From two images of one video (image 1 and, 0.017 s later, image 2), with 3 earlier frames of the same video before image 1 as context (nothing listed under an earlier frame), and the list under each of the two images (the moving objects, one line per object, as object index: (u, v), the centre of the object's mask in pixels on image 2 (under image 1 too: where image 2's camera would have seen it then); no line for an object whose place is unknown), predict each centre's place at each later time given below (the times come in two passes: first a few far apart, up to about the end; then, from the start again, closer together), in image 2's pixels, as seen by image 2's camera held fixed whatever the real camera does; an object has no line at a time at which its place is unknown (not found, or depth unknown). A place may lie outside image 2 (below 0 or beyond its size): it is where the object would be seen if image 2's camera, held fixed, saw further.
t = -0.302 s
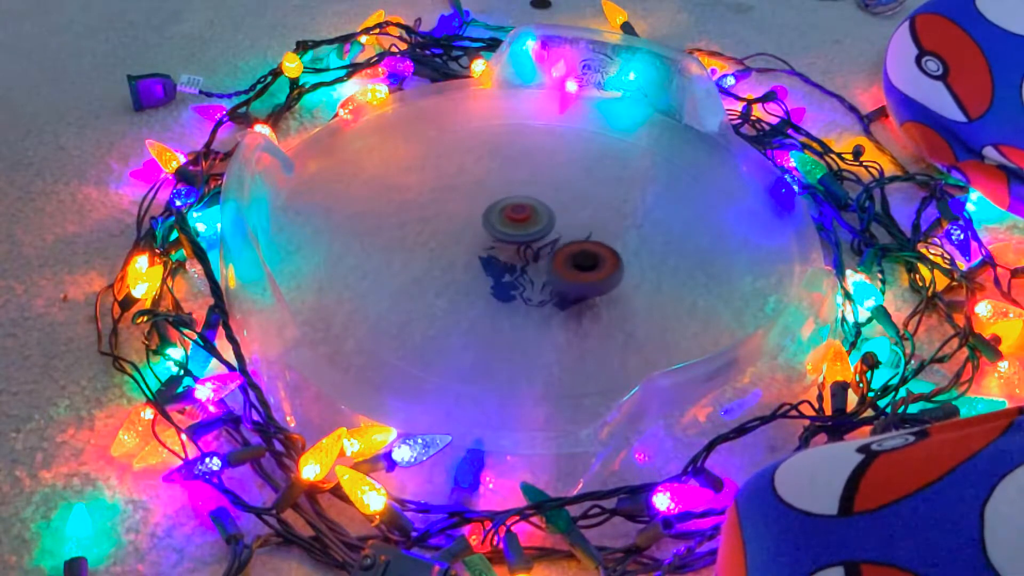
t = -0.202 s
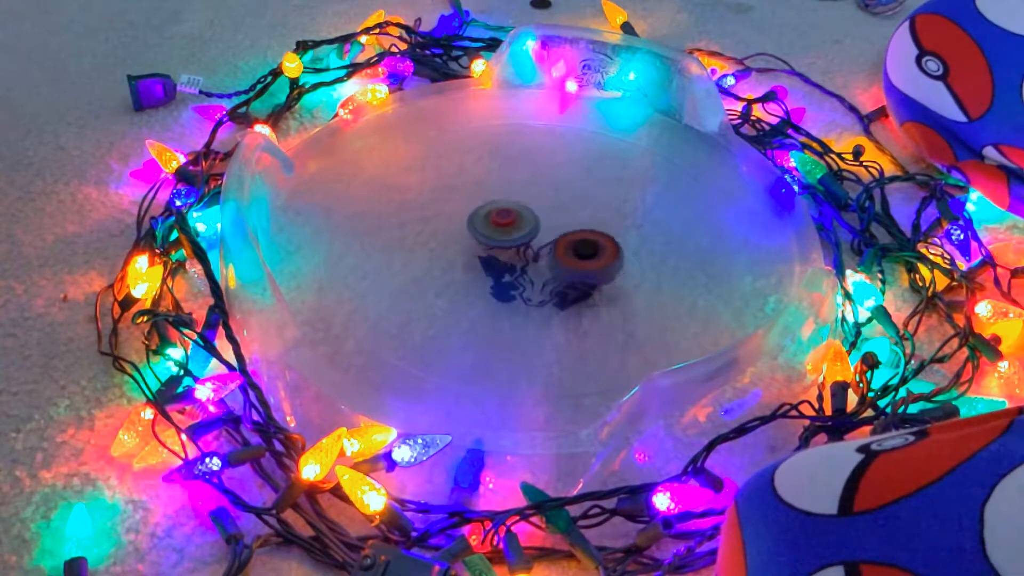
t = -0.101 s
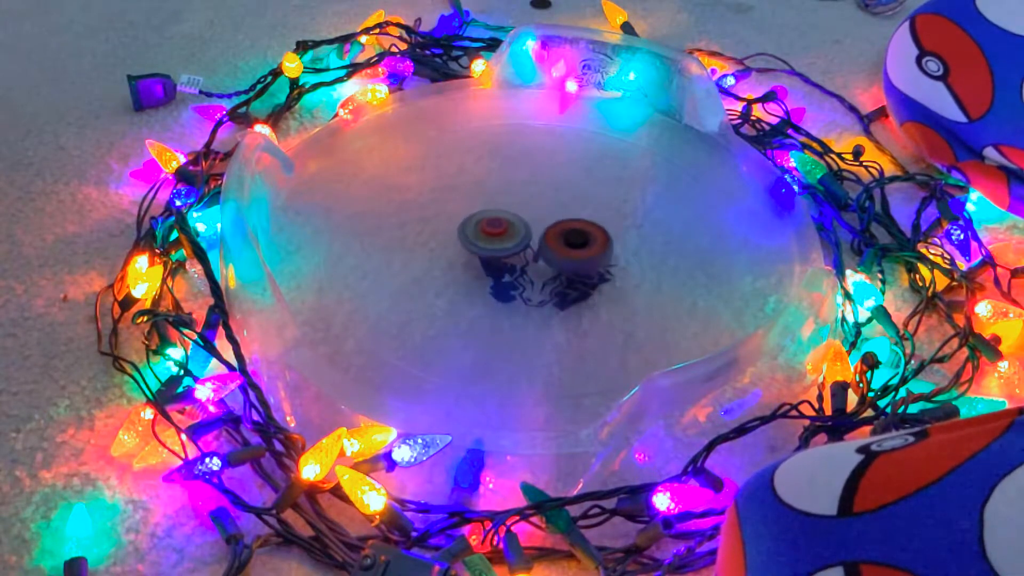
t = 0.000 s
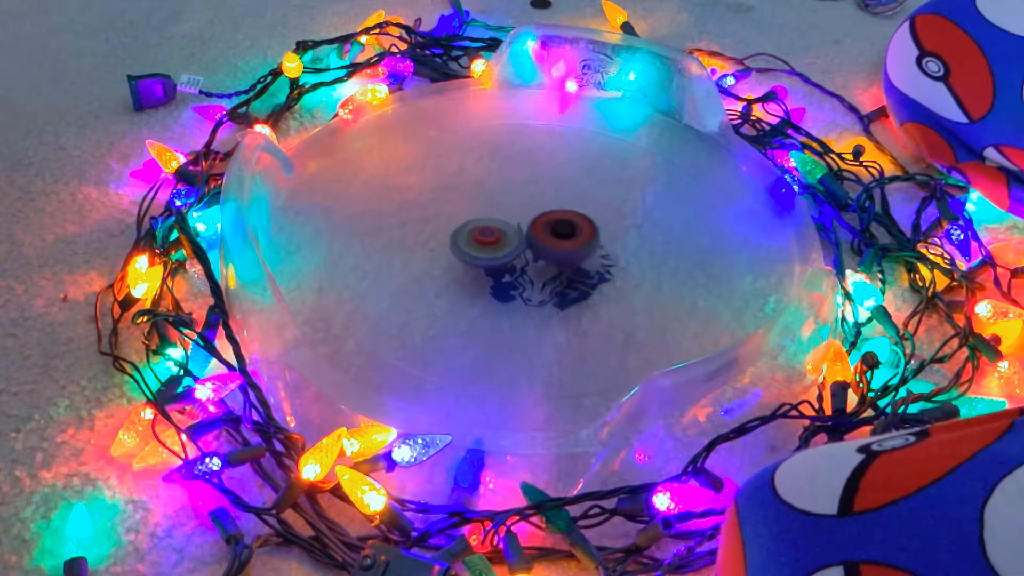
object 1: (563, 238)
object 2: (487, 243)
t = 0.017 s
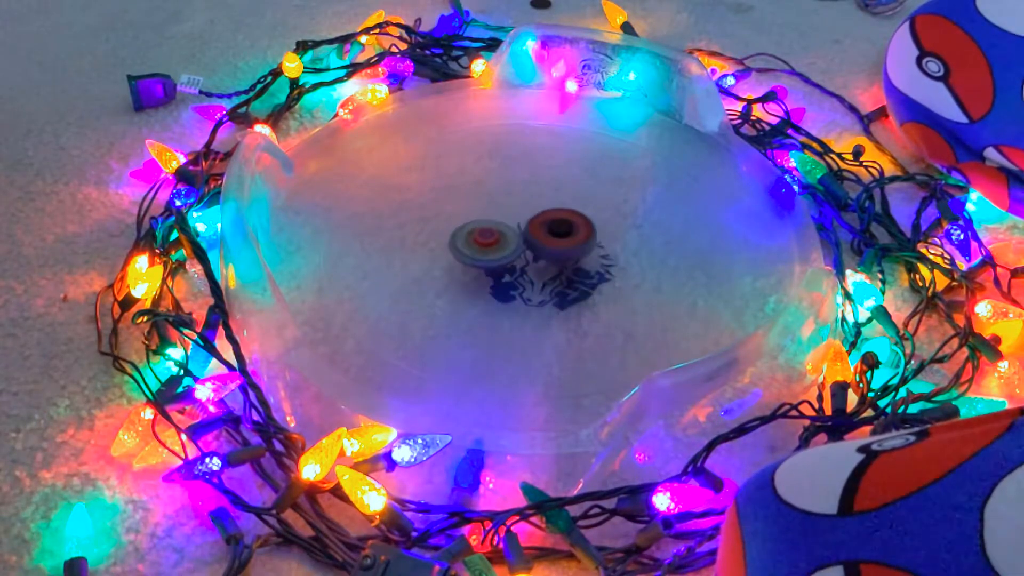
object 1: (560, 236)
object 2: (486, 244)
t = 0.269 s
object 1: (541, 211)
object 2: (460, 270)
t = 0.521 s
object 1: (504, 217)
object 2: (490, 286)
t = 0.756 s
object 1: (502, 161)
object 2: (548, 351)
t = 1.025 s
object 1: (461, 147)
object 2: (654, 338)
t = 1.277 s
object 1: (467, 194)
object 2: (675, 287)
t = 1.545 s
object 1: (540, 255)
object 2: (590, 200)
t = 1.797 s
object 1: (625, 274)
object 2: (447, 176)
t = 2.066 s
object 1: (664, 262)
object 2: (386, 216)
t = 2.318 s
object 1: (615, 248)
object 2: (413, 255)
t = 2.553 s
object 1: (543, 228)
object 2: (479, 289)
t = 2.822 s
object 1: (499, 142)
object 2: (558, 344)
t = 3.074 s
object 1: (430, 143)
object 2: (642, 299)
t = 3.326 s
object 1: (416, 196)
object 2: (614, 225)
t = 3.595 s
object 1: (487, 272)
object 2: (508, 177)
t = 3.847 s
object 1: (601, 296)
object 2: (446, 189)
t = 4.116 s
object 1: (674, 267)
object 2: (434, 219)
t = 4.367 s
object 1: (646, 231)
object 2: (466, 253)
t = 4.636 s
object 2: (542, 271)
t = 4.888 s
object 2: (594, 265)
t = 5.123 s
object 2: (619, 249)
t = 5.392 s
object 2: (606, 230)
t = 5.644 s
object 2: (568, 221)
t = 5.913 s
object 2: (535, 174)
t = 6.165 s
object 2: (496, 179)
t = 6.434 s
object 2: (474, 206)
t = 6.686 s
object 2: (474, 243)
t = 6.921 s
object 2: (496, 292)
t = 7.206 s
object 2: (539, 305)
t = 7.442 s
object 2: (569, 293)
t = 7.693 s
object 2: (602, 275)
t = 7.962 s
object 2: (634, 251)
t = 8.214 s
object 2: (628, 228)
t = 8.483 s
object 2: (592, 211)
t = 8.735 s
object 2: (574, 189)
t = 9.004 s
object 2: (535, 187)
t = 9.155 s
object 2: (514, 193)
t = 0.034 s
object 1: (558, 234)
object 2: (485, 246)
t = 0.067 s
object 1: (562, 229)
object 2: (472, 250)
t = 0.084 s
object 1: (563, 227)
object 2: (467, 252)
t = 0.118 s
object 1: (560, 222)
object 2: (462, 255)
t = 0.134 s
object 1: (559, 221)
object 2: (461, 257)
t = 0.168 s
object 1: (555, 219)
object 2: (460, 261)
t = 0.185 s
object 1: (553, 217)
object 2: (460, 262)
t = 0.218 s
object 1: (548, 214)
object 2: (459, 266)
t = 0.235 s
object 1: (546, 213)
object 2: (459, 267)
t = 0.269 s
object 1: (541, 211)
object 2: (460, 270)
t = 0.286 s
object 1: (539, 210)
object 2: (461, 272)
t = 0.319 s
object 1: (533, 209)
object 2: (462, 276)
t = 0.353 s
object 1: (528, 209)
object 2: (464, 278)
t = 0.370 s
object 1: (525, 209)
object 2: (466, 280)
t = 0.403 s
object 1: (520, 209)
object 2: (469, 283)
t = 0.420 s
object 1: (518, 210)
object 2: (472, 284)
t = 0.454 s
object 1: (512, 211)
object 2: (477, 285)
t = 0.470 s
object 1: (510, 212)
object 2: (481, 286)
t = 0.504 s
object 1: (506, 215)
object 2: (487, 286)
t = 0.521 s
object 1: (504, 217)
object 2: (490, 286)
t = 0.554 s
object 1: (501, 220)
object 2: (496, 285)
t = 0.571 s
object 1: (500, 223)
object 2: (500, 285)
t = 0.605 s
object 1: (499, 227)
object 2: (505, 283)
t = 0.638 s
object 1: (500, 229)
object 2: (509, 282)
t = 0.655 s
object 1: (500, 220)
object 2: (514, 295)
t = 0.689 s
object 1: (501, 193)
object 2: (522, 319)
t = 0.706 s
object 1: (502, 182)
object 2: (527, 330)
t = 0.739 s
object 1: (503, 166)
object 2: (540, 345)
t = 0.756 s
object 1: (502, 161)
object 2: (548, 351)
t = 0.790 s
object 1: (499, 154)
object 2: (566, 355)
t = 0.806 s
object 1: (496, 152)
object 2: (576, 356)
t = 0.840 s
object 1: (489, 148)
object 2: (594, 356)
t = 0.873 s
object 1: (482, 146)
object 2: (610, 355)
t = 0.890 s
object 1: (479, 145)
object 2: (617, 354)
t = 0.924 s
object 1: (473, 144)
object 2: (628, 350)
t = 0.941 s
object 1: (471, 144)
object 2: (633, 348)
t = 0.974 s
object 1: (467, 144)
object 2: (642, 344)
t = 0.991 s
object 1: (465, 145)
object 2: (647, 342)
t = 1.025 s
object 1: (461, 147)
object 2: (654, 338)
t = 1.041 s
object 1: (460, 148)
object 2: (658, 336)
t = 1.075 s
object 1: (458, 152)
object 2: (664, 331)
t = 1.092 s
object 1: (457, 154)
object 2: (666, 328)
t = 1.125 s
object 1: (456, 160)
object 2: (670, 322)
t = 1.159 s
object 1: (456, 167)
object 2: (674, 316)
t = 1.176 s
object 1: (457, 170)
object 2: (675, 313)
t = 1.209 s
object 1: (459, 178)
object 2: (676, 306)
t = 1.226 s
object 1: (460, 182)
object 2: (676, 302)
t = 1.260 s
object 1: (464, 190)
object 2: (676, 293)
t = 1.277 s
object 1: (467, 194)
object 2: (675, 287)
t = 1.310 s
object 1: (472, 203)
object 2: (673, 275)
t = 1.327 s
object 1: (476, 207)
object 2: (671, 269)
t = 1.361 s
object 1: (483, 216)
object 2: (665, 257)
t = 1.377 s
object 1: (487, 220)
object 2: (661, 251)
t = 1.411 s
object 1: (496, 228)
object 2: (651, 239)
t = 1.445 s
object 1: (507, 236)
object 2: (638, 228)
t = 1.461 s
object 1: (512, 239)
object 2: (631, 223)
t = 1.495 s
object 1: (523, 245)
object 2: (615, 213)
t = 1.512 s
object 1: (528, 248)
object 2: (608, 209)
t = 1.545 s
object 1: (540, 255)
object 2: (590, 200)
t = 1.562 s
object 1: (544, 256)
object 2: (581, 196)
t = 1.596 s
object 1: (557, 261)
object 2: (563, 190)
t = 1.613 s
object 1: (563, 263)
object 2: (553, 187)
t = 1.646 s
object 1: (575, 266)
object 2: (533, 181)
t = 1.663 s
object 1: (581, 268)
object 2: (524, 179)
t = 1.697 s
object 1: (593, 270)
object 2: (504, 176)
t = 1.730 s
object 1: (604, 273)
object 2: (485, 175)
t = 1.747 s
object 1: (609, 273)
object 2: (475, 174)
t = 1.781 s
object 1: (619, 274)
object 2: (456, 175)
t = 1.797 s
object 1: (625, 274)
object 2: (447, 176)
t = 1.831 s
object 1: (634, 275)
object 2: (430, 178)
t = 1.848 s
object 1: (639, 274)
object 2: (422, 180)
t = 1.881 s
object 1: (647, 273)
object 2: (409, 185)
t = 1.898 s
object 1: (650, 273)
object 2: (404, 187)
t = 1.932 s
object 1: (656, 271)
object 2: (396, 193)
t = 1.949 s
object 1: (658, 270)
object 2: (394, 196)
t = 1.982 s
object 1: (662, 268)
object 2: (389, 203)
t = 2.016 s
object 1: (664, 266)
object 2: (387, 208)
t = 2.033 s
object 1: (664, 264)
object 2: (387, 211)
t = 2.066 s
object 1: (664, 262)
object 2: (386, 216)
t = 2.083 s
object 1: (663, 261)
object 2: (387, 219)
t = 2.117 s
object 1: (660, 258)
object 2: (387, 224)
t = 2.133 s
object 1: (658, 257)
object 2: (388, 227)
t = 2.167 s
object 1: (653, 255)
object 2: (390, 232)
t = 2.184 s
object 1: (649, 254)
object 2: (391, 235)
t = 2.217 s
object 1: (643, 252)
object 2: (395, 240)
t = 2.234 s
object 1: (638, 251)
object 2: (397, 242)
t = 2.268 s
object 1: (630, 250)
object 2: (402, 248)
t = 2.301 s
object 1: (619, 249)
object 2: (409, 253)
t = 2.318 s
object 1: (615, 248)
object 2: (413, 255)
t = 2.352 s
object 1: (603, 246)
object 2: (422, 260)
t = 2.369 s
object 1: (598, 246)
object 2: (428, 263)
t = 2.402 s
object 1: (586, 245)
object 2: (439, 267)
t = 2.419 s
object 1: (579, 245)
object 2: (444, 269)
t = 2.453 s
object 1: (567, 243)
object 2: (456, 273)
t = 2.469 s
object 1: (561, 243)
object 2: (463, 274)
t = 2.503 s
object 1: (548, 242)
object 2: (478, 275)
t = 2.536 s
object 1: (538, 241)
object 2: (487, 278)
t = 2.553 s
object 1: (543, 228)
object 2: (479, 289)
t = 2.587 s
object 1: (554, 211)
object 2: (468, 304)
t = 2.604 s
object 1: (557, 203)
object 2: (464, 311)
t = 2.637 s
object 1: (559, 188)
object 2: (464, 319)
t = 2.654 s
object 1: (558, 181)
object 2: (467, 325)
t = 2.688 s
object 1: (552, 169)
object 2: (480, 332)
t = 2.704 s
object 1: (547, 164)
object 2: (488, 334)
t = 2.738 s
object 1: (534, 155)
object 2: (509, 340)
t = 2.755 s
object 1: (526, 151)
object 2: (519, 343)
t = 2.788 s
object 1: (512, 146)
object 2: (539, 344)
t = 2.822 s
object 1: (499, 142)
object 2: (558, 344)
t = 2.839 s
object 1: (492, 141)
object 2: (567, 344)
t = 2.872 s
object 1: (481, 138)
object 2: (583, 340)
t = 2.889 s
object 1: (475, 138)
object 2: (591, 338)
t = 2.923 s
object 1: (465, 137)
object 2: (604, 333)
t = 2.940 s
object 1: (460, 137)
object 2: (610, 330)
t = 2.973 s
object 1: (451, 137)
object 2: (620, 323)
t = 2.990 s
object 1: (447, 137)
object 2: (626, 320)
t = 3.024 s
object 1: (440, 139)
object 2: (634, 312)
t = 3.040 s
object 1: (436, 141)
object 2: (637, 308)
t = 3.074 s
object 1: (430, 143)
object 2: (642, 299)
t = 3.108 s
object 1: (424, 147)
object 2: (645, 289)
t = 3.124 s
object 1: (422, 150)
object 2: (646, 284)
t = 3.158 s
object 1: (418, 155)
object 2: (645, 274)
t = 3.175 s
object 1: (417, 159)
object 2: (644, 269)
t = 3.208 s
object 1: (414, 166)
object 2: (640, 259)
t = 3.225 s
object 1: (414, 170)
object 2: (637, 253)
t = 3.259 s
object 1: (413, 178)
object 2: (631, 243)
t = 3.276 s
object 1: (413, 183)
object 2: (627, 239)
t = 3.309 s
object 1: (414, 192)
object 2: (619, 229)
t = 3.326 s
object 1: (416, 196)
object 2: (614, 225)
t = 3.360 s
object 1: (419, 206)
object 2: (604, 216)
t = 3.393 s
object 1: (424, 216)
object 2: (593, 208)
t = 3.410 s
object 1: (427, 221)
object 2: (586, 204)
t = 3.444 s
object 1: (435, 231)
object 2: (573, 196)
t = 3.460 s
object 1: (439, 236)
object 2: (565, 192)
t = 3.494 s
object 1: (449, 246)
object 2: (551, 187)
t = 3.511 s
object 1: (455, 251)
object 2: (543, 184)
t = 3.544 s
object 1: (467, 259)
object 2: (529, 181)
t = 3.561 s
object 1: (473, 264)
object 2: (522, 179)
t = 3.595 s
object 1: (487, 272)
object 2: (508, 177)
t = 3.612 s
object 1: (494, 275)
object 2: (501, 176)
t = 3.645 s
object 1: (509, 281)
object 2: (489, 176)
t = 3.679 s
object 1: (524, 287)
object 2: (478, 177)
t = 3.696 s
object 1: (532, 288)
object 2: (474, 178)
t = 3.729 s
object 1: (548, 292)
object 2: (465, 180)
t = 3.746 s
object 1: (555, 294)
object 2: (462, 181)
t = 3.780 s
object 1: (572, 295)
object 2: (456, 184)
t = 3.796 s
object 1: (579, 296)
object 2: (453, 185)
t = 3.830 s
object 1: (595, 296)
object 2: (448, 187)
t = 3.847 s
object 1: (601, 296)
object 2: (446, 189)
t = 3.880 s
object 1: (615, 295)
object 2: (442, 192)
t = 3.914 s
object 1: (627, 293)
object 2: (439, 195)
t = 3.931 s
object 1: (633, 291)
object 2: (437, 196)
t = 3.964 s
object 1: (644, 288)
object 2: (435, 200)
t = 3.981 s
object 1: (648, 286)
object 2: (434, 202)
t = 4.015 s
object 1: (657, 282)
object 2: (433, 206)
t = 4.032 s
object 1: (661, 280)
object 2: (433, 208)
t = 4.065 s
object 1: (667, 275)
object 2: (433, 212)
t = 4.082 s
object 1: (669, 273)
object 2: (433, 214)
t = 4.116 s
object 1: (674, 267)
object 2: (434, 219)
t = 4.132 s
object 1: (675, 265)
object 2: (435, 221)
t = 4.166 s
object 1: (676, 259)
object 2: (437, 226)
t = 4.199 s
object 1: (675, 254)
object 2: (440, 230)
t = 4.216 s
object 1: (674, 251)
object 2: (441, 233)
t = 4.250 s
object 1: (670, 246)
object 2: (445, 237)
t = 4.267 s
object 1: (668, 243)
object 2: (447, 240)
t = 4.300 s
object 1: (662, 239)
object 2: (453, 244)
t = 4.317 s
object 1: (658, 236)
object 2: (456, 247)
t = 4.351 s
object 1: (650, 232)
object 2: (462, 251)
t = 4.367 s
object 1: (646, 231)
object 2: (466, 253)
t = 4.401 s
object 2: (475, 257)
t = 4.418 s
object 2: (479, 260)
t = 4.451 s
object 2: (486, 263)
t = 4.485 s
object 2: (497, 266)
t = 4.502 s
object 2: (501, 267)
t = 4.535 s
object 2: (511, 269)
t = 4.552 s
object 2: (516, 269)
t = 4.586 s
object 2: (527, 271)
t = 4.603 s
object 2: (532, 271)
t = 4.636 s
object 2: (542, 271)
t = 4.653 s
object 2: (546, 271)
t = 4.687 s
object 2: (555, 273)
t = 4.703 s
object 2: (558, 272)
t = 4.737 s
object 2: (566, 272)
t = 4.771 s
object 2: (575, 270)
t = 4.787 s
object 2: (578, 269)
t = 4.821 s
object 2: (585, 268)
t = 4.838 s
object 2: (587, 267)
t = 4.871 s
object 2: (592, 266)
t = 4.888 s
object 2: (594, 265)
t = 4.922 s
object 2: (598, 263)
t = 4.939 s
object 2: (600, 263)
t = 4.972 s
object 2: (604, 261)
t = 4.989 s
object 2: (607, 259)
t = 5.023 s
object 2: (612, 257)
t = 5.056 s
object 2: (616, 254)
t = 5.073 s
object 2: (617, 253)
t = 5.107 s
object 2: (618, 251)
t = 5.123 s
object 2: (619, 249)
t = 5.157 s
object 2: (620, 247)
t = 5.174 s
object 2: (621, 245)
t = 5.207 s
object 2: (621, 242)
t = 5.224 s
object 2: (620, 241)
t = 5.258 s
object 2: (619, 238)
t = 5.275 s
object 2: (618, 237)
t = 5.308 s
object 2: (615, 235)
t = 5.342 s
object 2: (612, 233)
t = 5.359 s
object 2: (610, 232)
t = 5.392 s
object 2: (606, 230)
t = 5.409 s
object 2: (604, 229)
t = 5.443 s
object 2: (599, 227)
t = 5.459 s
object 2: (597, 226)
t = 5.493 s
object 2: (591, 225)
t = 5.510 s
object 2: (589, 224)
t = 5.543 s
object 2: (583, 223)
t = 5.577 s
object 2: (578, 222)
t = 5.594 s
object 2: (575, 222)
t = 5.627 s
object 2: (570, 221)
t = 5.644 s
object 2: (568, 221)
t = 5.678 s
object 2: (576, 206)
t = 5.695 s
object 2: (577, 200)
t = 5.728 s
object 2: (576, 191)
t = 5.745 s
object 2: (573, 187)
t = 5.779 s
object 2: (565, 182)
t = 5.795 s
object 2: (561, 180)
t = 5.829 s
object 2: (552, 178)
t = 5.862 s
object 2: (545, 176)
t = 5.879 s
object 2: (541, 175)
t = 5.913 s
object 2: (535, 174)
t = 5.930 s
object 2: (532, 174)
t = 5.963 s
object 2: (527, 173)
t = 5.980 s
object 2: (524, 173)
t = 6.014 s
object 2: (518, 173)
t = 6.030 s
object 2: (516, 173)
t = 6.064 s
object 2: (510, 174)
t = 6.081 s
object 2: (508, 174)
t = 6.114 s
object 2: (503, 176)
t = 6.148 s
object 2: (499, 178)
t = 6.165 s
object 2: (496, 179)
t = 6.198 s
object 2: (492, 181)
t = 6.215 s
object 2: (490, 182)
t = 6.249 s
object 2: (487, 185)
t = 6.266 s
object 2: (485, 187)
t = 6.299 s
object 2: (482, 190)
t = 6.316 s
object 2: (481, 192)
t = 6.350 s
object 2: (478, 196)
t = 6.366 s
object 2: (477, 198)
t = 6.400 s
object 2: (476, 202)
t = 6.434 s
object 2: (474, 206)
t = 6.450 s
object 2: (474, 209)
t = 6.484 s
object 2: (474, 213)
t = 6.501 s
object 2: (474, 215)
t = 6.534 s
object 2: (474, 220)
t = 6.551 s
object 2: (474, 222)
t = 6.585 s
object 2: (475, 227)
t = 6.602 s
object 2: (476, 229)
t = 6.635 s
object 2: (477, 234)
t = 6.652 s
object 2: (477, 236)
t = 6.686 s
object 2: (474, 243)
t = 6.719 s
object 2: (470, 252)
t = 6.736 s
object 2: (469, 256)
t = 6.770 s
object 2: (472, 265)
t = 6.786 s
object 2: (475, 268)
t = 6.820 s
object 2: (479, 276)
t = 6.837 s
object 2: (482, 280)
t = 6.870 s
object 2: (488, 284)
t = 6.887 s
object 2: (490, 286)
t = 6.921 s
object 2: (496, 292)
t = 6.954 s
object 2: (501, 295)
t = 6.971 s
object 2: (502, 296)
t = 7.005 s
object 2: (508, 299)
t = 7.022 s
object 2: (510, 300)
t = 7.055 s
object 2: (516, 303)
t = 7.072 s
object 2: (518, 303)
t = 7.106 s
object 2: (524, 304)
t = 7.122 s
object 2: (526, 304)
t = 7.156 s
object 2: (531, 305)
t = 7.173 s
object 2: (533, 305)
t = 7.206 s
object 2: (539, 305)
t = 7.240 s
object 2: (544, 304)
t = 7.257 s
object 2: (548, 305)
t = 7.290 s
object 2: (554, 303)
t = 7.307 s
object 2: (555, 303)
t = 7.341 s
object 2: (558, 301)
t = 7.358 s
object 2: (562, 300)
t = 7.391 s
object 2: (564, 297)
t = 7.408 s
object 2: (567, 295)
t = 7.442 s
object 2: (569, 293)
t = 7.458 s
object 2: (571, 291)
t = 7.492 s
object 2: (576, 290)
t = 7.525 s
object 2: (583, 289)
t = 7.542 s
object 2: (585, 288)
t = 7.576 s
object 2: (590, 285)
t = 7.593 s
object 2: (592, 284)
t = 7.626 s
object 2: (596, 282)
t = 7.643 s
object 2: (597, 280)
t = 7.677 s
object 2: (601, 277)
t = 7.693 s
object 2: (602, 275)
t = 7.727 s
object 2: (604, 271)
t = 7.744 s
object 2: (605, 270)
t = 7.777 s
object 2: (613, 268)
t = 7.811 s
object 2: (622, 266)
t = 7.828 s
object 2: (625, 264)
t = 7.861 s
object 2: (628, 261)
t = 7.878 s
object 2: (630, 259)
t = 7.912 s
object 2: (632, 256)
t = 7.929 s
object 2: (633, 255)
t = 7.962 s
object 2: (634, 251)
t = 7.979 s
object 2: (635, 250)
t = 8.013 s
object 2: (636, 247)
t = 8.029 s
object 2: (636, 245)
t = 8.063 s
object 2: (636, 242)
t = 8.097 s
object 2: (635, 238)
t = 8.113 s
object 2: (635, 237)
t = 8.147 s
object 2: (633, 234)
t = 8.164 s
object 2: (632, 232)
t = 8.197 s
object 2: (630, 229)
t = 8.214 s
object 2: (628, 228)
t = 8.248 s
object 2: (625, 225)
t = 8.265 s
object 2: (623, 224)
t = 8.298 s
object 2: (619, 221)
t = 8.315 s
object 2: (617, 220)
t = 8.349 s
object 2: (613, 218)
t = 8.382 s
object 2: (608, 216)
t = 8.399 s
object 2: (605, 215)
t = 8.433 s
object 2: (600, 213)
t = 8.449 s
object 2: (597, 213)
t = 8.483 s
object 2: (592, 211)
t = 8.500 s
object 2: (589, 210)
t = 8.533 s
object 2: (586, 208)
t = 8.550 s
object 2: (590, 204)
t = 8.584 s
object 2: (592, 199)
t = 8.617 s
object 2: (589, 196)
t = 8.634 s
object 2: (587, 195)
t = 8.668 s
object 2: (583, 193)
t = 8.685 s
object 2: (581, 192)
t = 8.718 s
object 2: (576, 190)
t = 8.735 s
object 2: (574, 189)
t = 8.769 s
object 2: (569, 188)
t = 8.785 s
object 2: (567, 187)
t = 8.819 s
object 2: (562, 186)
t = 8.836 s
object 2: (560, 186)
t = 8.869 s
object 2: (555, 185)
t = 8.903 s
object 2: (550, 185)
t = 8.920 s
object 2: (548, 185)
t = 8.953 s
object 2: (543, 186)
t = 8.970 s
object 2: (540, 186)
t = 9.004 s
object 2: (535, 187)
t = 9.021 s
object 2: (533, 187)
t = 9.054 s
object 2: (528, 188)
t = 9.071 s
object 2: (525, 189)
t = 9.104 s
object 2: (520, 191)
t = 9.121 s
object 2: (518, 192)
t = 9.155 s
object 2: (514, 193)
